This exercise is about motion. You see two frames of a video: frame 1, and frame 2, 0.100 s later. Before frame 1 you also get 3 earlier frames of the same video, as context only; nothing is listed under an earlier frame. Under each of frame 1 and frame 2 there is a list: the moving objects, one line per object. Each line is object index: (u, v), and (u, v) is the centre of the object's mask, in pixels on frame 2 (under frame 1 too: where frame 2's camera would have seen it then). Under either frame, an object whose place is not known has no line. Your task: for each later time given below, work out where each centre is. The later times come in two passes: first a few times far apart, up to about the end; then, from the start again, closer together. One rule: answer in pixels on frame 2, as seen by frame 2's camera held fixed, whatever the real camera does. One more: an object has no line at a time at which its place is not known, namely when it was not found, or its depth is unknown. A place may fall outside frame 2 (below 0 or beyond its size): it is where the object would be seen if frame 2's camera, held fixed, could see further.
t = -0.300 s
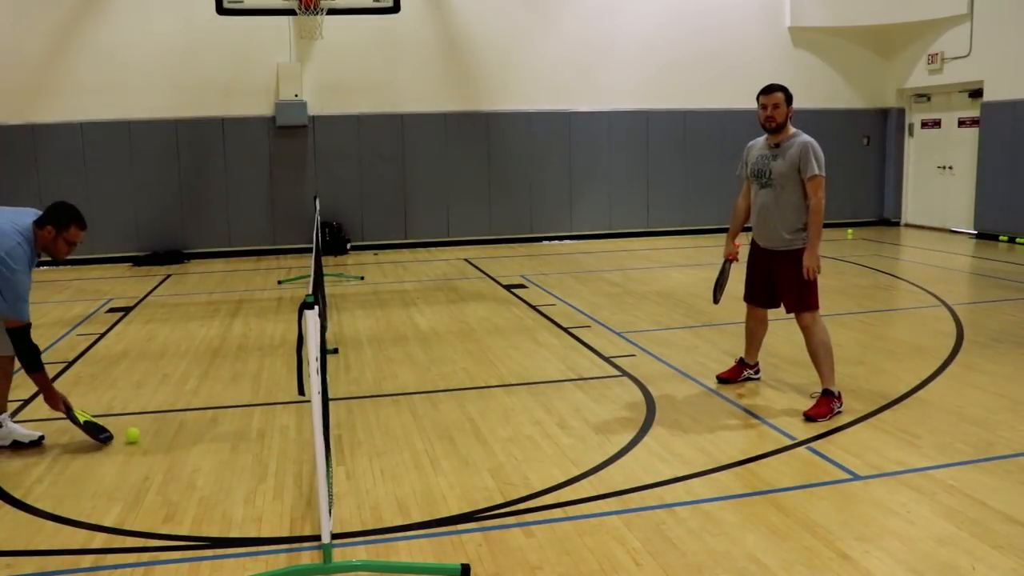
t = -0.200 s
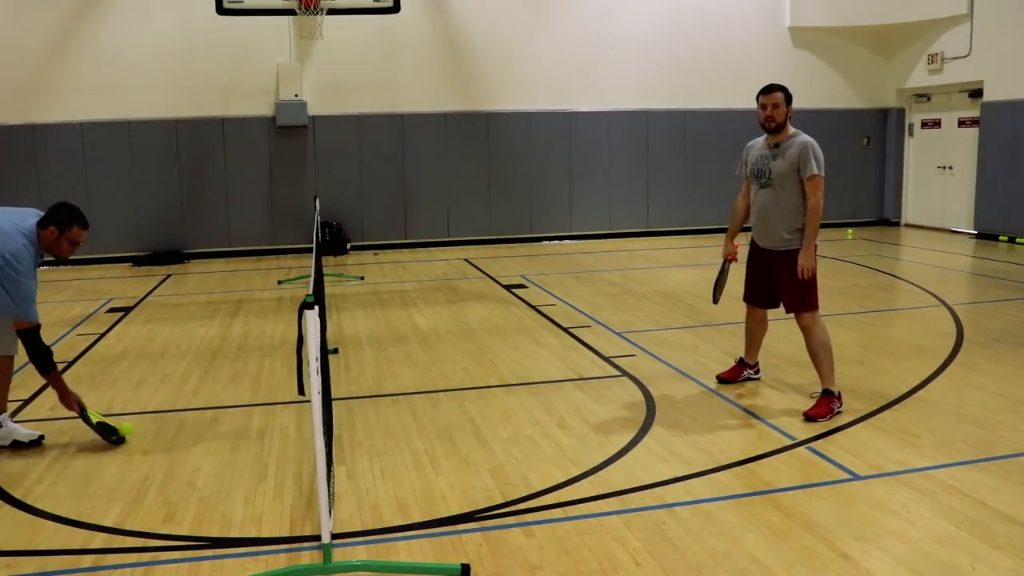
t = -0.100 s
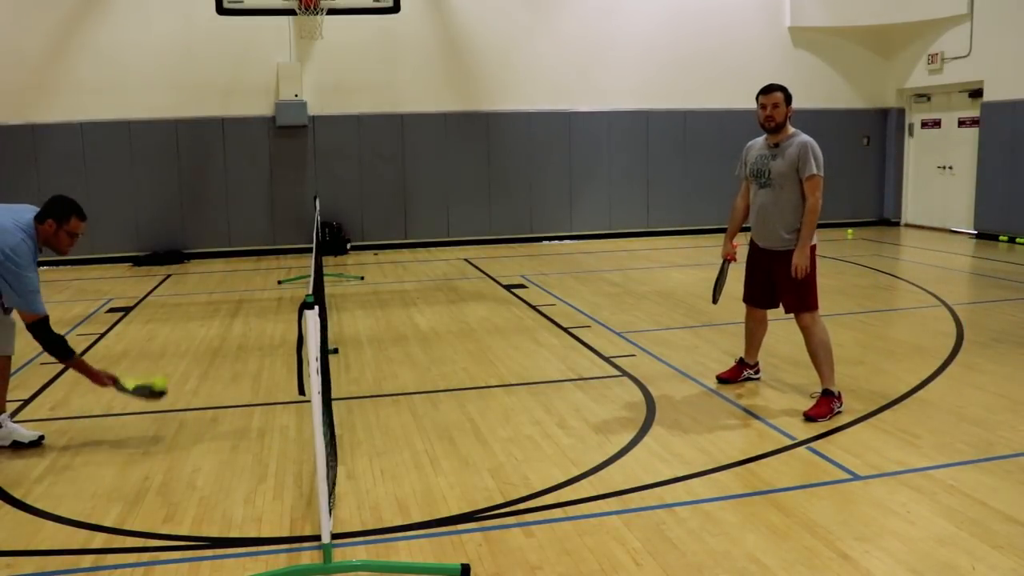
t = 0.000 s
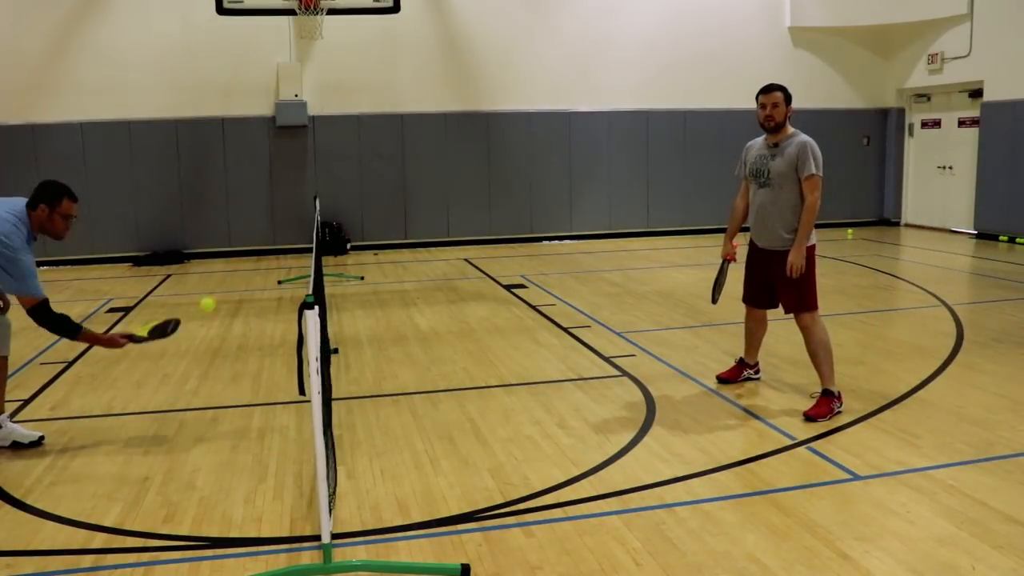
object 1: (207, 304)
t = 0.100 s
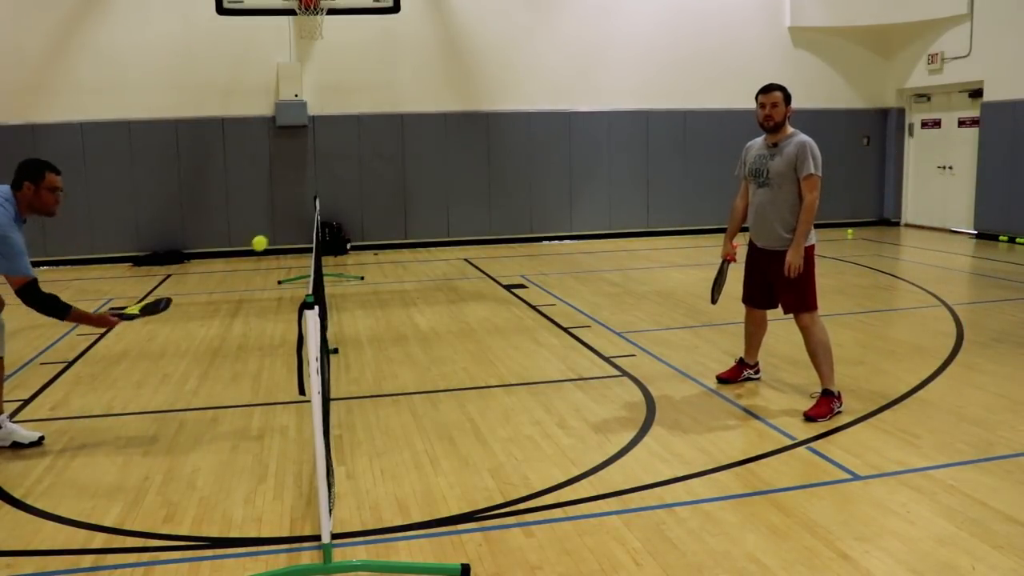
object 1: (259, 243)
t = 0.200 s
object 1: (312, 202)
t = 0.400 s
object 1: (419, 180)
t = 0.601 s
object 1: (521, 235)
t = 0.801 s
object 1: (613, 357)
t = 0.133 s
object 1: (277, 227)
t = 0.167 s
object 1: (295, 213)
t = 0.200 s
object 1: (312, 202)
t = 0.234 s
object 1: (330, 193)
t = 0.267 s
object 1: (348, 186)
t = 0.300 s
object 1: (366, 181)
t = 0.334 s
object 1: (384, 178)
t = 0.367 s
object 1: (401, 178)
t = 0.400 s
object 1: (419, 180)
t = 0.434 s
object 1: (437, 184)
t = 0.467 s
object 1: (454, 190)
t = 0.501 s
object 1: (471, 198)
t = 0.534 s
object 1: (488, 208)
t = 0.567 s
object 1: (505, 221)
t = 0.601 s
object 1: (521, 235)
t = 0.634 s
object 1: (538, 251)
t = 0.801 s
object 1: (613, 357)
